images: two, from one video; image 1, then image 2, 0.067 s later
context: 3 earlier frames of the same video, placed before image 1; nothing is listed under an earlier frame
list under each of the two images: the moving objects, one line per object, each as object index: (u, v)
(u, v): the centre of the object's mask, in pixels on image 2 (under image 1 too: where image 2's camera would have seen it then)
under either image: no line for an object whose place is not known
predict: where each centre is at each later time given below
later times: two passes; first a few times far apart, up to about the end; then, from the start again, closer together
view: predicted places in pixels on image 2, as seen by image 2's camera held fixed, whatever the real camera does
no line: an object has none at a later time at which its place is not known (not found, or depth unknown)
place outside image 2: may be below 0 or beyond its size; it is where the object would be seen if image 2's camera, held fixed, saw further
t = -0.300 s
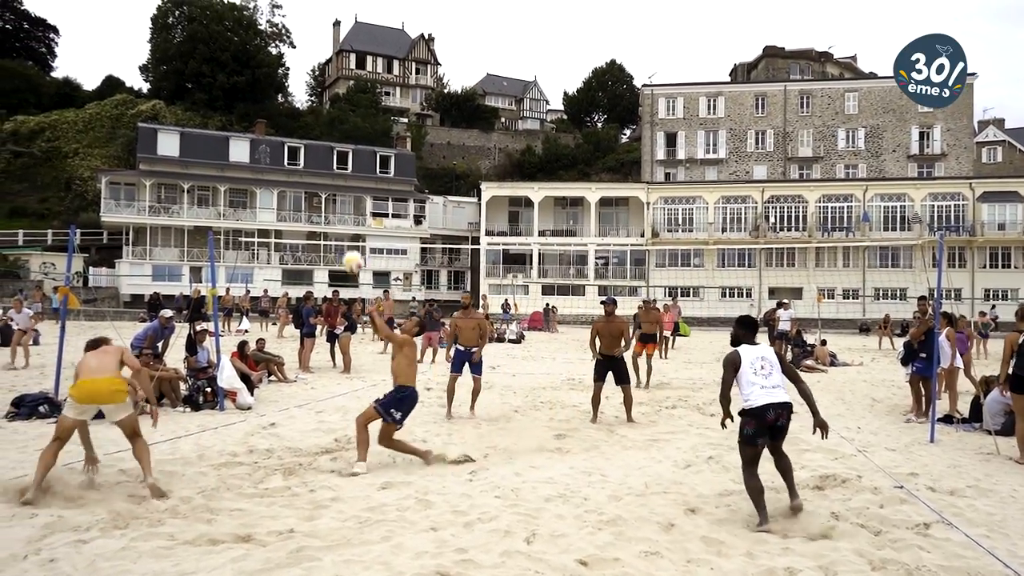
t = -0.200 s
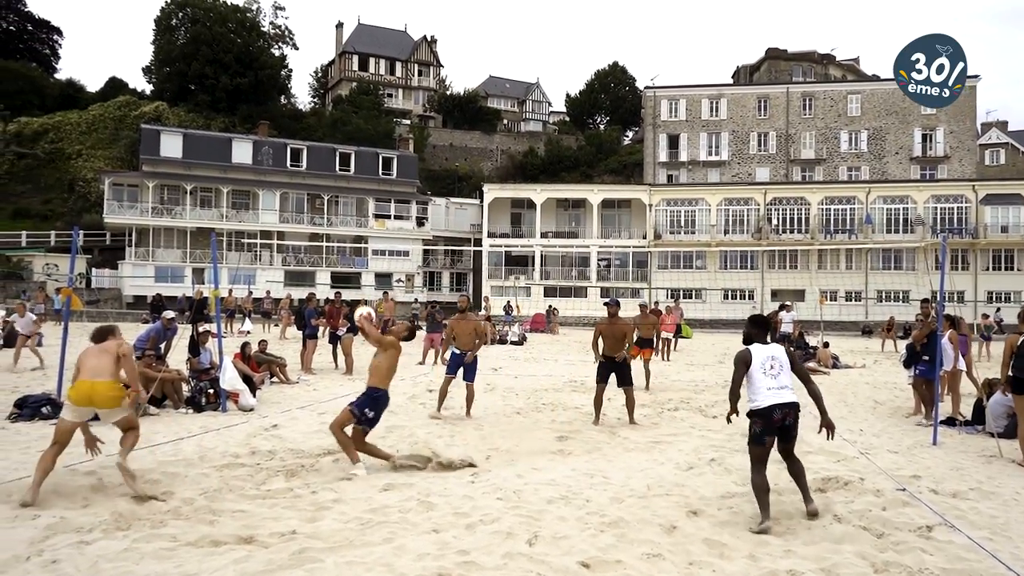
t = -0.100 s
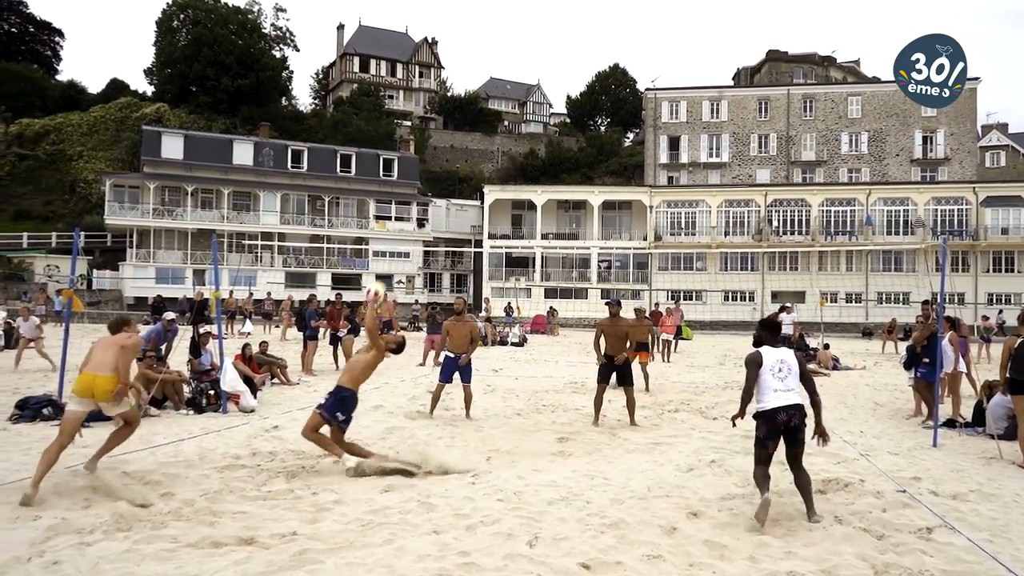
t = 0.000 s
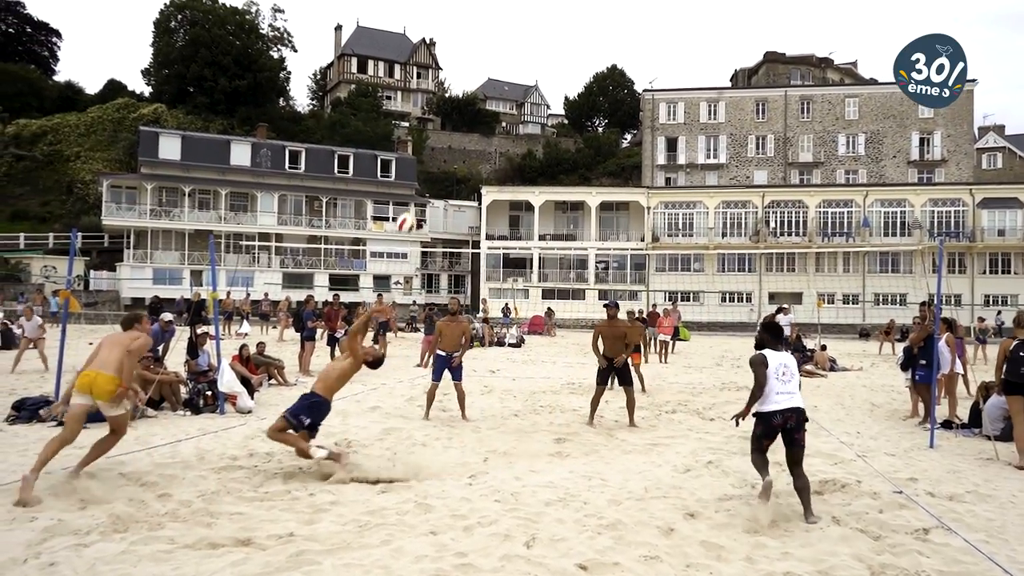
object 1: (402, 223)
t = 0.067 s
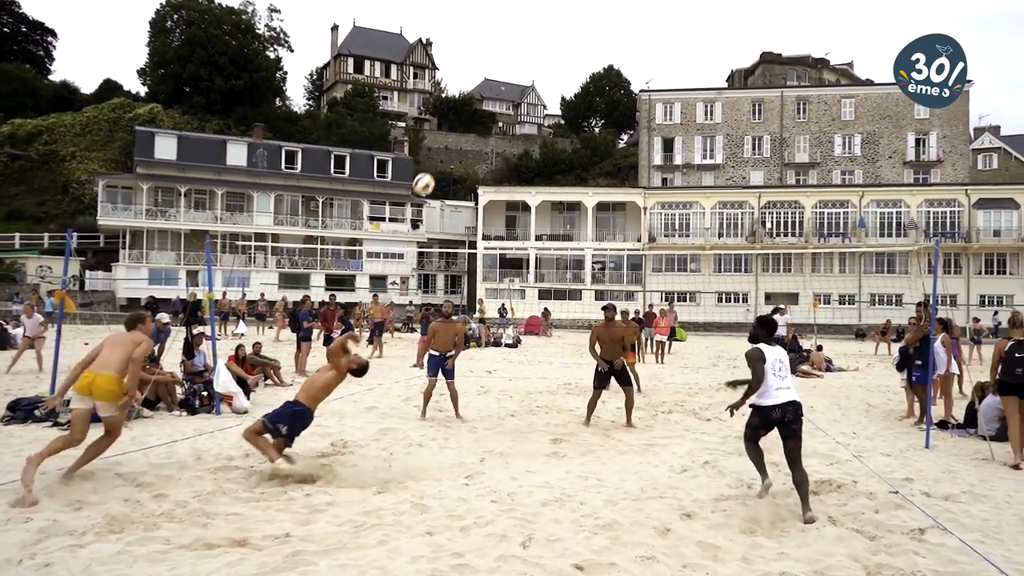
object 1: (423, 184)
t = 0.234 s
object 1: (475, 105)
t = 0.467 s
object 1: (545, 41)
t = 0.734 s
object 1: (621, 33)
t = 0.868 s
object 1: (657, 53)
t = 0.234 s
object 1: (475, 105)
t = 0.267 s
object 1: (485, 92)
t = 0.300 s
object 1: (495, 82)
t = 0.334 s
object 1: (505, 72)
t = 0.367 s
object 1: (515, 62)
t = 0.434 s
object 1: (535, 47)
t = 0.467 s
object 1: (545, 41)
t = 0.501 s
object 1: (554, 36)
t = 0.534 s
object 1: (564, 32)
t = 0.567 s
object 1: (574, 30)
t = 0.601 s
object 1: (584, 29)
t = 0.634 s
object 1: (593, 28)
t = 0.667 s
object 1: (602, 28)
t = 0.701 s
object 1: (612, 30)
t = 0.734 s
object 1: (621, 33)
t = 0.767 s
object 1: (630, 36)
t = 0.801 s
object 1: (639, 40)
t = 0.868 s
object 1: (657, 53)
